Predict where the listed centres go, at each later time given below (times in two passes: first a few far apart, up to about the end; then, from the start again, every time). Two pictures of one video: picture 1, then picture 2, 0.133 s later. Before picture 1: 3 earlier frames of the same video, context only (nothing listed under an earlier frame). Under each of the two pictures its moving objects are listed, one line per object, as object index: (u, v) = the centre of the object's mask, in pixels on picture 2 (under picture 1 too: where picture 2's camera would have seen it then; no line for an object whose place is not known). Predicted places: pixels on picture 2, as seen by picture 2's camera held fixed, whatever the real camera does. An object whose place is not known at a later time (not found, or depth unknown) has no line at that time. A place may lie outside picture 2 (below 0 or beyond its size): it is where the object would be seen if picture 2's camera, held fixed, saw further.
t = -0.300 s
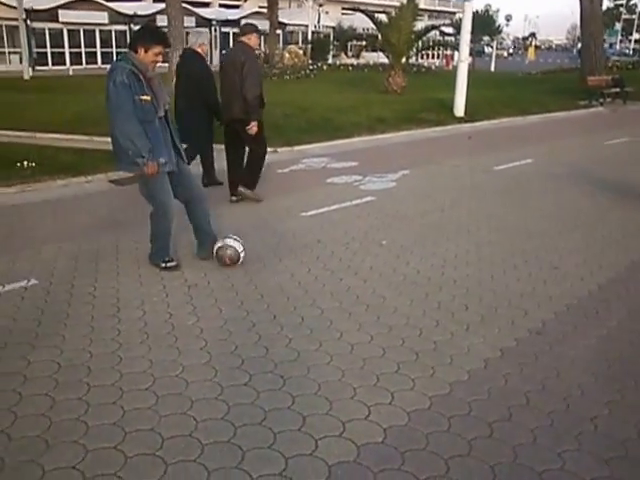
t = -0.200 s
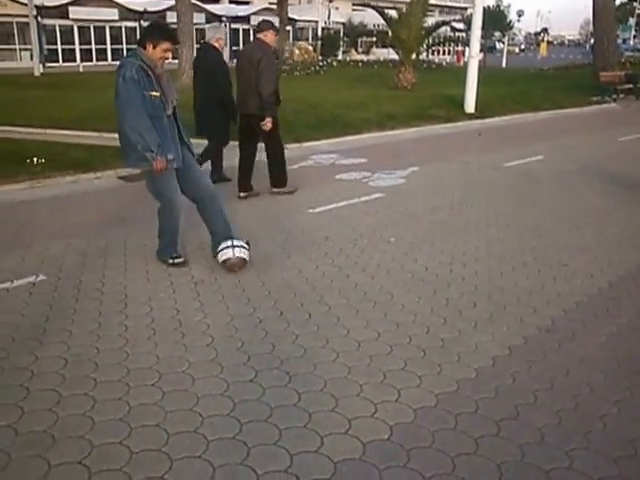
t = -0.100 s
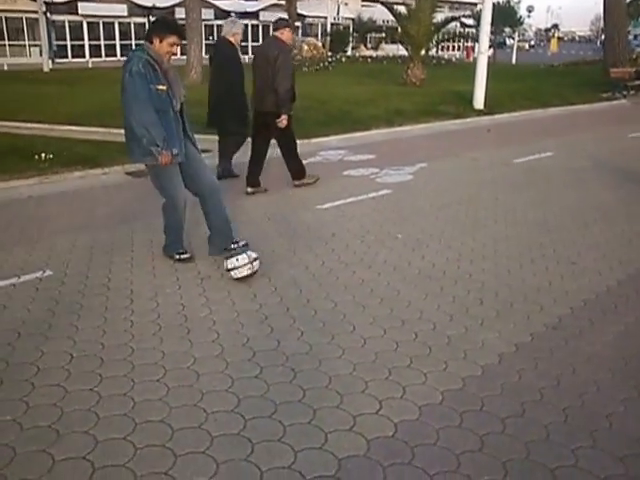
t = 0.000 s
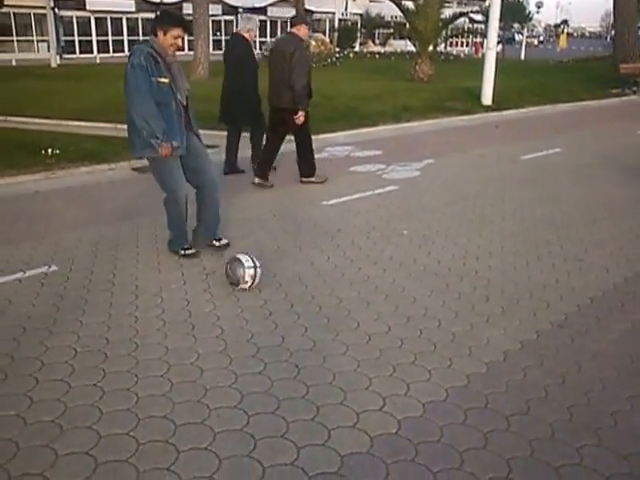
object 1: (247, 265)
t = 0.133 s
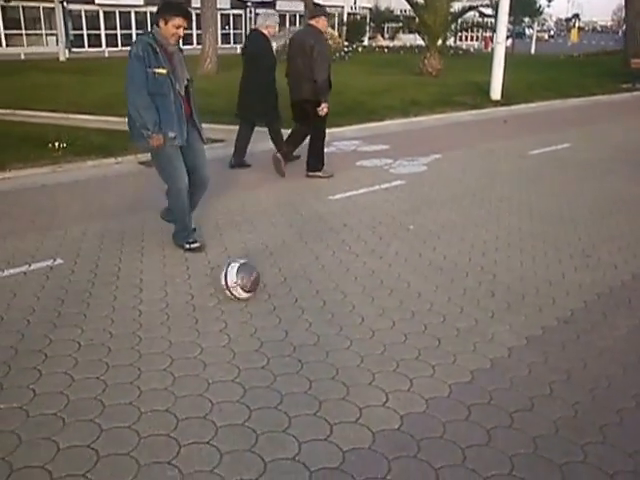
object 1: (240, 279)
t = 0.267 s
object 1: (230, 296)
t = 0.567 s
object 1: (206, 342)
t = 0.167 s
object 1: (238, 284)
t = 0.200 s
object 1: (236, 288)
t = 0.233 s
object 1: (233, 292)
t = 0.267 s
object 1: (230, 296)
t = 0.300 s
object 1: (228, 300)
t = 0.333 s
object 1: (225, 305)
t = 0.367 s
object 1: (223, 311)
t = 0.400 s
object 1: (220, 315)
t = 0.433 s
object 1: (217, 320)
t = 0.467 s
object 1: (214, 325)
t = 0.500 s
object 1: (212, 330)
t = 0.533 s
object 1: (209, 336)
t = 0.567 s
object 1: (206, 342)
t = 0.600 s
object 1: (202, 348)
